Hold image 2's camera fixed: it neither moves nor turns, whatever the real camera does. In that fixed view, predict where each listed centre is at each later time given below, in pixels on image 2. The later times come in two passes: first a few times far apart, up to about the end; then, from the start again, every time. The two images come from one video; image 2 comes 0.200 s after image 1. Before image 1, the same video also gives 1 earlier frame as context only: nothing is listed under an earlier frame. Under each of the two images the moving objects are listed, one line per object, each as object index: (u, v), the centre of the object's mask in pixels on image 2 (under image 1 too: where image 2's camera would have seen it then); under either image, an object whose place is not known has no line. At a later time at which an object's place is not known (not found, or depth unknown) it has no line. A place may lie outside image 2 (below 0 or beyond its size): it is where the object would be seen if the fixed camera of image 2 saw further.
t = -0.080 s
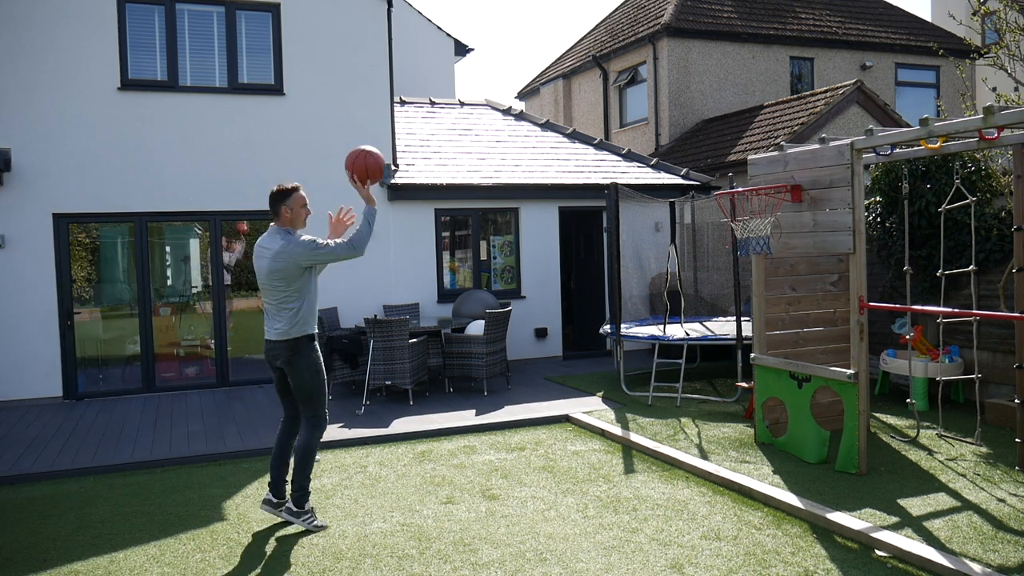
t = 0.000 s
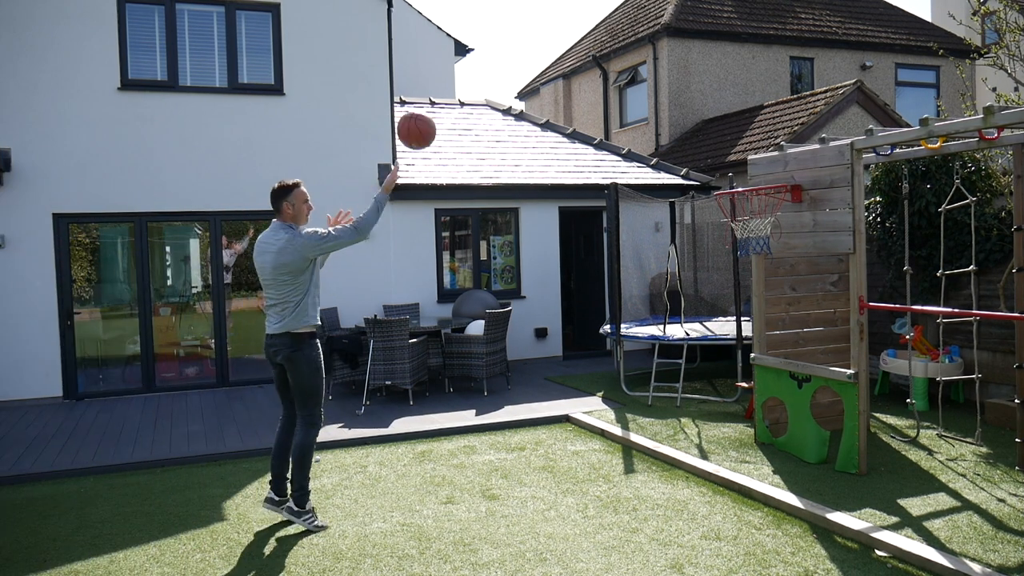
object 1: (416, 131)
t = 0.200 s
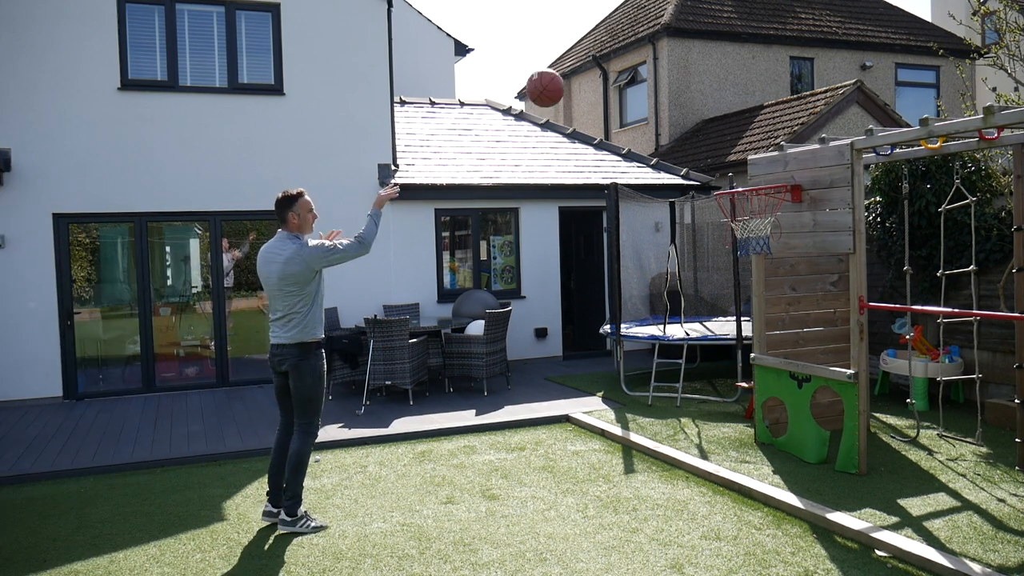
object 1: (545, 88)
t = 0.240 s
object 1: (569, 87)
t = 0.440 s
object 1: (686, 123)
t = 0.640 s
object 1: (752, 172)
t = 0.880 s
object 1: (708, 171)
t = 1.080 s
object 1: (665, 248)
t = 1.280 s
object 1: (614, 430)
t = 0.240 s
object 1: (569, 87)
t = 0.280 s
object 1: (593, 90)
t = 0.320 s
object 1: (617, 94)
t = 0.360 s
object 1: (640, 101)
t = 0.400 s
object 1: (664, 111)
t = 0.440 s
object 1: (686, 123)
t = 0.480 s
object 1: (708, 136)
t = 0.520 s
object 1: (730, 153)
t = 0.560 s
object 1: (750, 170)
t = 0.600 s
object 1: (758, 175)
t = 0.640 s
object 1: (752, 172)
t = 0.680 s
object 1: (745, 169)
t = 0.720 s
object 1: (738, 164)
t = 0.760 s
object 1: (730, 162)
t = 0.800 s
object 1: (724, 162)
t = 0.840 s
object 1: (716, 166)
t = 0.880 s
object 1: (708, 171)
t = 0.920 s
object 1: (700, 179)
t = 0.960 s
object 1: (692, 191)
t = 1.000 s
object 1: (684, 207)
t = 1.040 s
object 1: (675, 226)
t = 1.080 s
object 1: (665, 248)
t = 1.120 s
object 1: (656, 275)
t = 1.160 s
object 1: (646, 306)
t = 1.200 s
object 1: (636, 343)
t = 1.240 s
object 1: (625, 384)
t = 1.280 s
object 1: (614, 430)
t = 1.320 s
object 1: (603, 481)
